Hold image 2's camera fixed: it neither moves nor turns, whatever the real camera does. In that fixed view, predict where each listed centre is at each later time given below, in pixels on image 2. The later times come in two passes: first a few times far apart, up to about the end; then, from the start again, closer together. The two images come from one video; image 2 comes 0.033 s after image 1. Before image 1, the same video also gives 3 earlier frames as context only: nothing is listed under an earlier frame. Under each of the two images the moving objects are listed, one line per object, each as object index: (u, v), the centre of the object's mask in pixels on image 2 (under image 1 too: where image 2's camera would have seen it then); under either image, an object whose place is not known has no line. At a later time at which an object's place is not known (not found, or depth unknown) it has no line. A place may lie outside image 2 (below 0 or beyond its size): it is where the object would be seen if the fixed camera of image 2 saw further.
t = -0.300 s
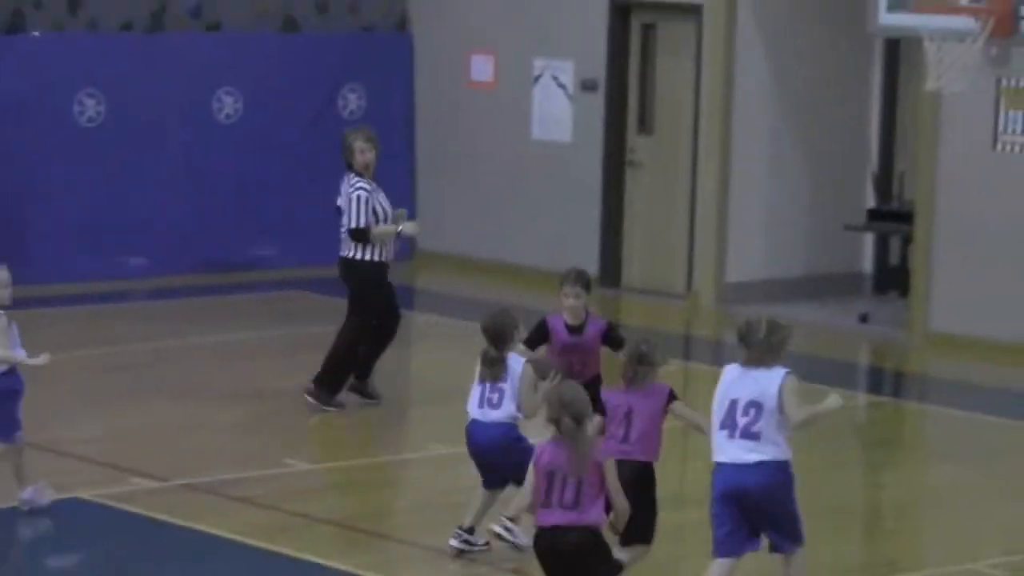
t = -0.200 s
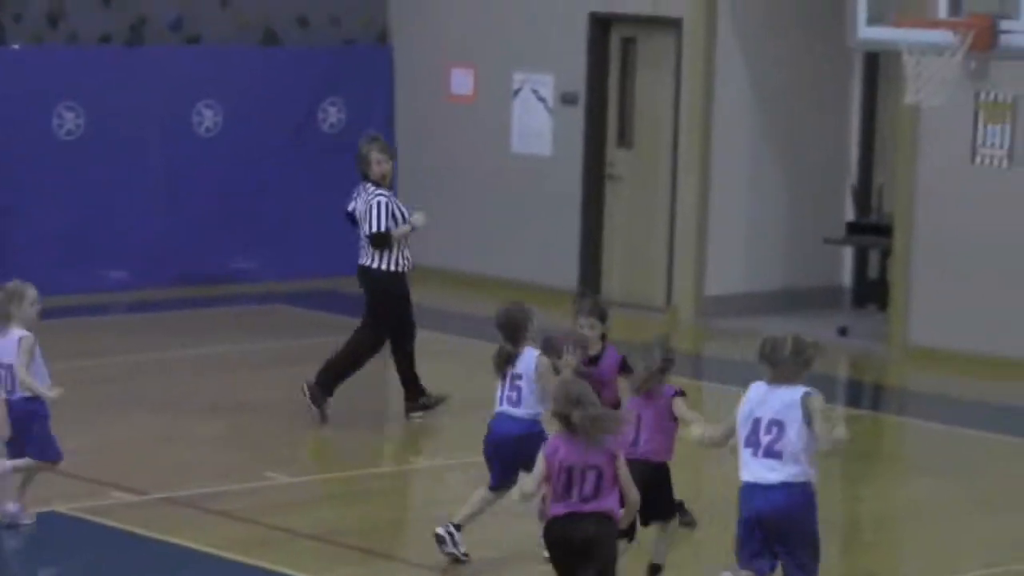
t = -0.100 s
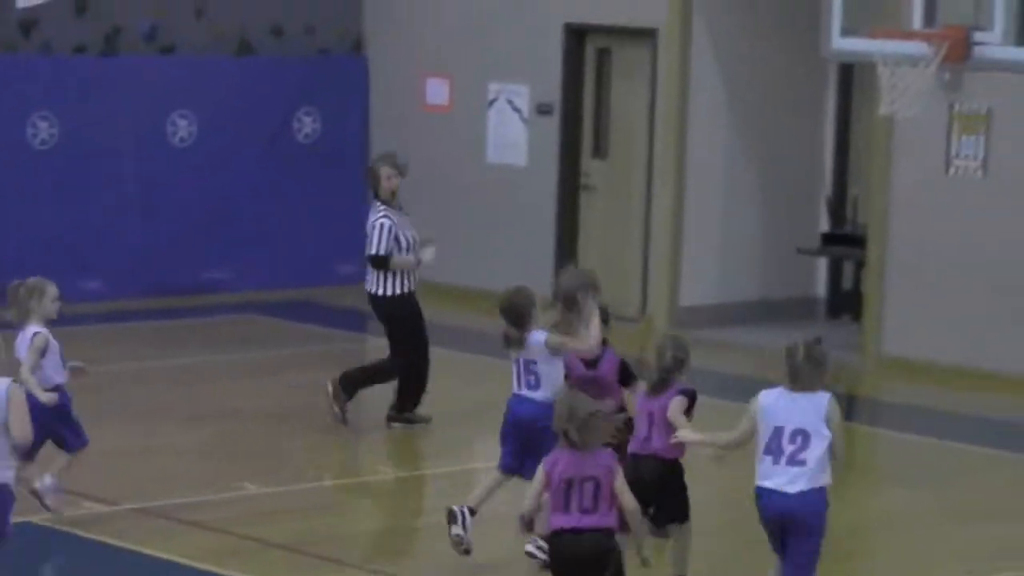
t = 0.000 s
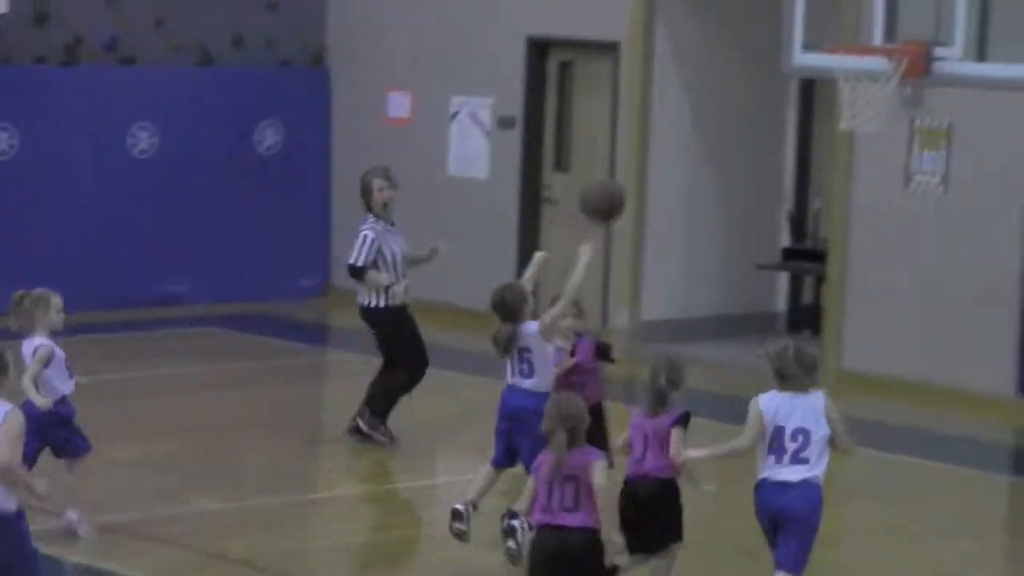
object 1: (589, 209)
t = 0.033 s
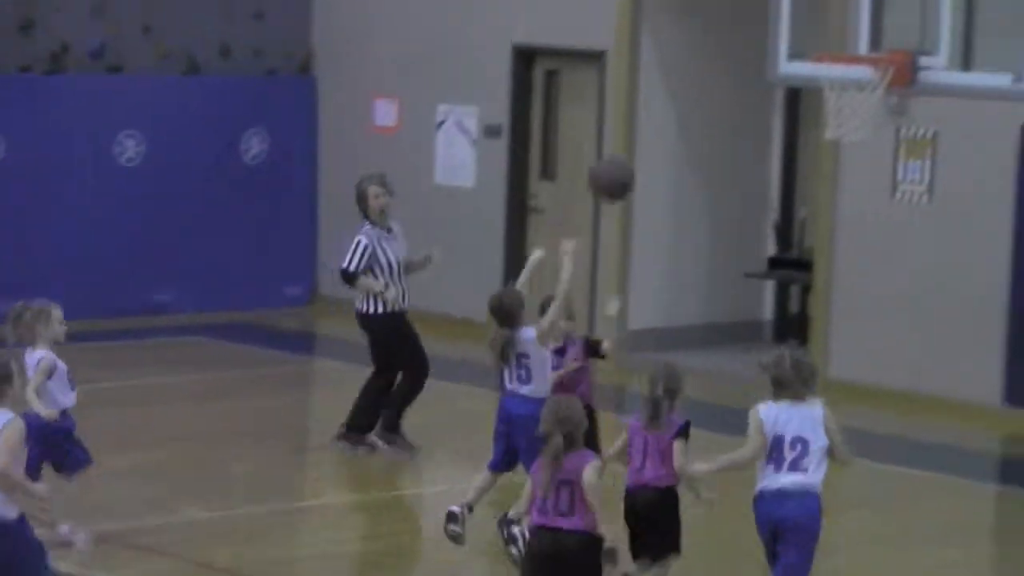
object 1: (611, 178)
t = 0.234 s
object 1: (733, 50)
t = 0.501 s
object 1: (879, 13)
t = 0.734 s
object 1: (857, 27)
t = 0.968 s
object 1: (767, 74)
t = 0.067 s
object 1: (632, 151)
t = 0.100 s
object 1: (653, 125)
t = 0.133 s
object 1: (674, 105)
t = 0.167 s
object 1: (695, 88)
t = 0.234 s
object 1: (733, 50)
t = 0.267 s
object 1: (753, 38)
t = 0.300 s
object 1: (770, 26)
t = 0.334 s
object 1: (789, 21)
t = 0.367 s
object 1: (808, 18)
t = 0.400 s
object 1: (827, 10)
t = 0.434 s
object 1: (844, 9)
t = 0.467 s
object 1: (861, 10)
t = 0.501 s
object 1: (879, 13)
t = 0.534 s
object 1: (895, 17)
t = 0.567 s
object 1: (913, 25)
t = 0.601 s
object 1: (909, 34)
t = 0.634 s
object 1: (897, 36)
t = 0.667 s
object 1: (883, 32)
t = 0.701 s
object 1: (872, 27)
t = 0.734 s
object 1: (857, 27)
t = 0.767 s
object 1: (846, 28)
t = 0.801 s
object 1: (834, 31)
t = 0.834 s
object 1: (822, 34)
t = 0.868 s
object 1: (808, 43)
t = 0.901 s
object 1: (794, 51)
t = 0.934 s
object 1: (782, 60)
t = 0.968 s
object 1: (767, 74)
